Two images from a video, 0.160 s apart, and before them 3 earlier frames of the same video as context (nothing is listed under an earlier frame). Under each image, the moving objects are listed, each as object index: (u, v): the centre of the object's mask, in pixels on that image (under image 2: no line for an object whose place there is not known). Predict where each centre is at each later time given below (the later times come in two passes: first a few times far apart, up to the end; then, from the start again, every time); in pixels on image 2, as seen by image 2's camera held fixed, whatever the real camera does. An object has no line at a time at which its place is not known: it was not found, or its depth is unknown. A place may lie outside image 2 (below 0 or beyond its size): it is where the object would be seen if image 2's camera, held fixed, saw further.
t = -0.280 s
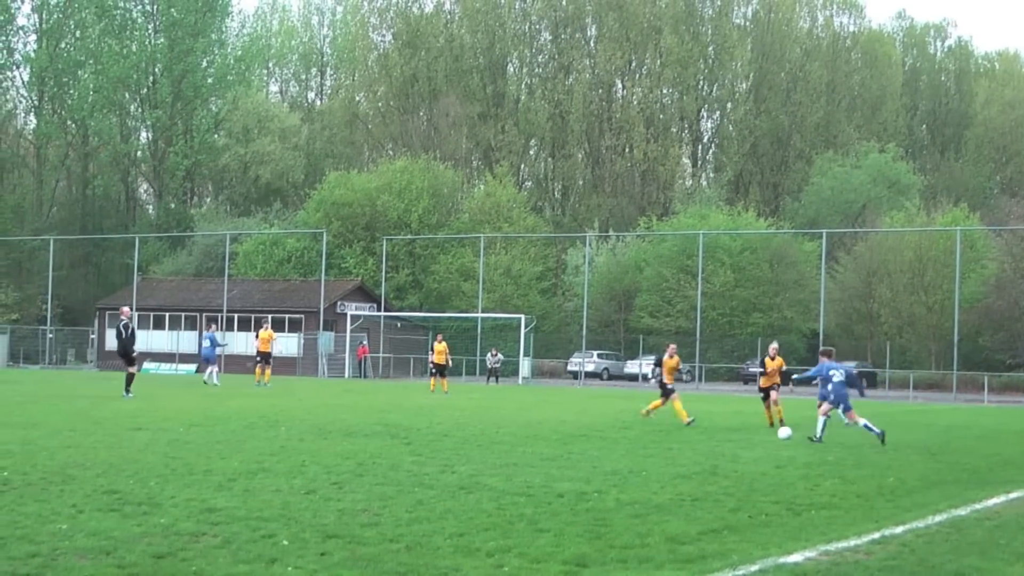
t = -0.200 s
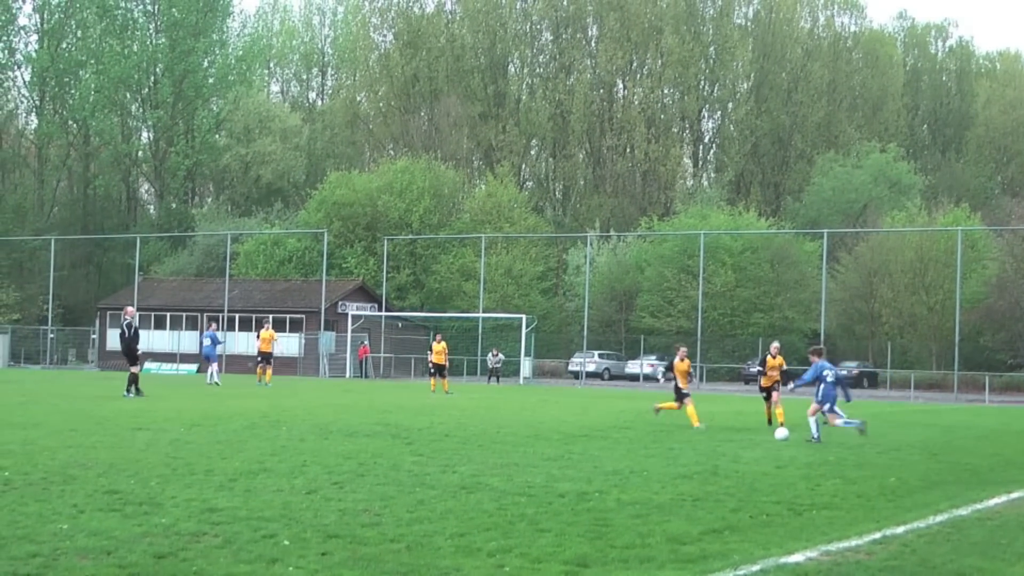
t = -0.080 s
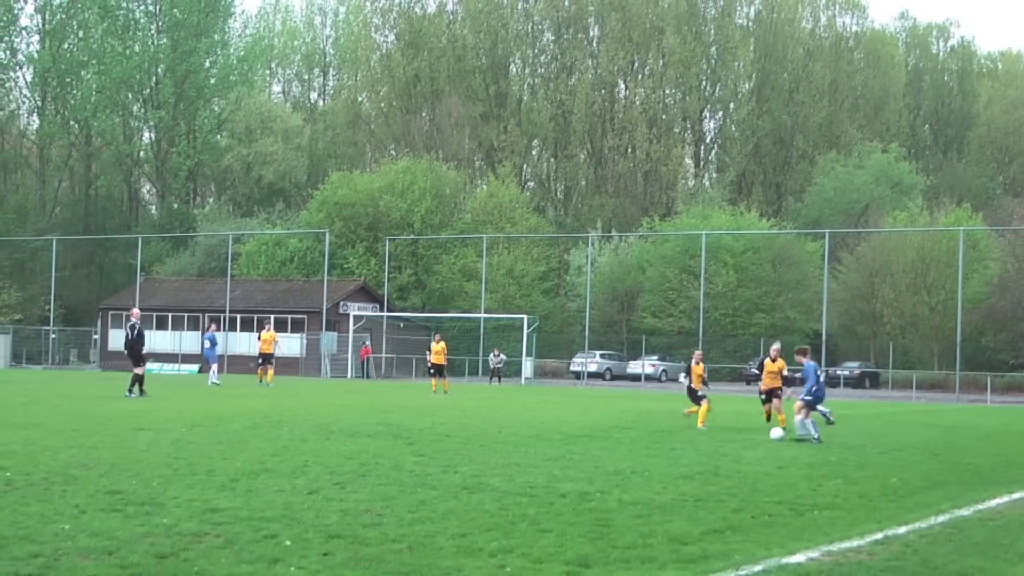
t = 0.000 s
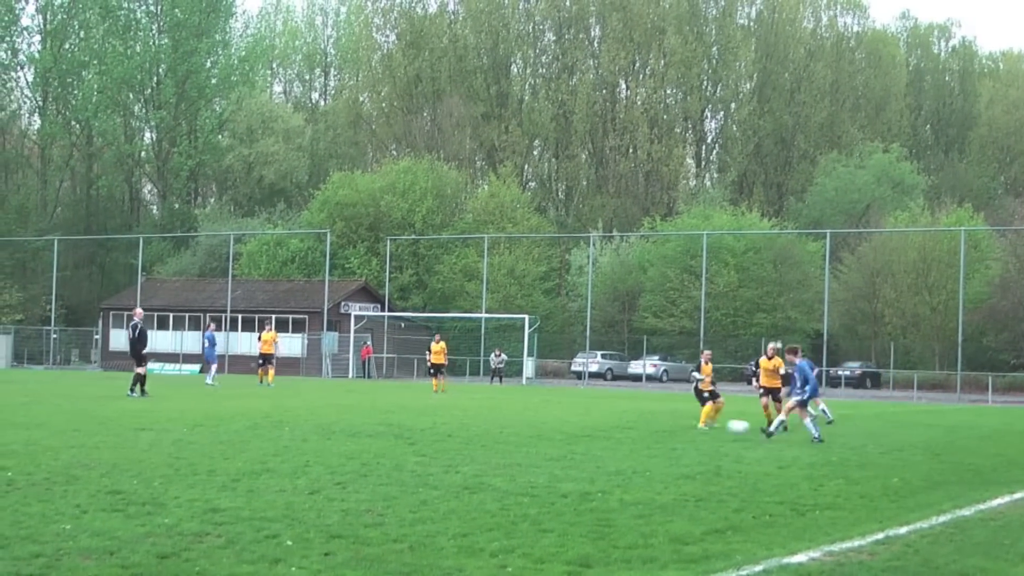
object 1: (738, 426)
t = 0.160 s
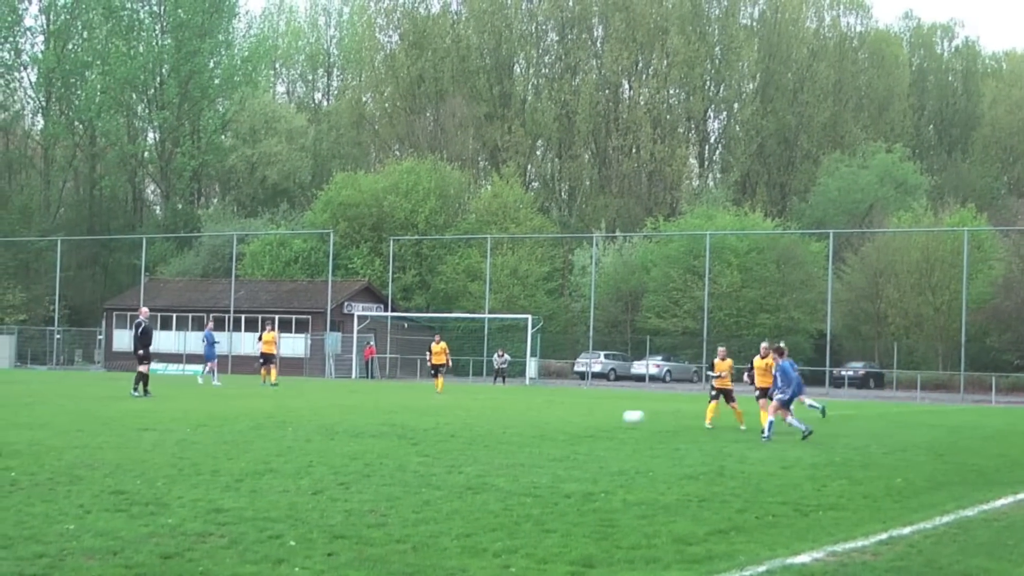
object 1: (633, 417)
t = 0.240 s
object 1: (581, 417)
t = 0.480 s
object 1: (441, 417)
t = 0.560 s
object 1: (398, 416)
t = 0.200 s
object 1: (607, 416)
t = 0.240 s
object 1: (581, 417)
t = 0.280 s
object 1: (555, 419)
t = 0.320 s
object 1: (529, 422)
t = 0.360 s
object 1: (506, 421)
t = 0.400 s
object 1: (484, 419)
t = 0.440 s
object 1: (462, 417)
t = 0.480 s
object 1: (441, 417)
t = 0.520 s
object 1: (419, 417)
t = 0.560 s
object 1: (398, 416)
